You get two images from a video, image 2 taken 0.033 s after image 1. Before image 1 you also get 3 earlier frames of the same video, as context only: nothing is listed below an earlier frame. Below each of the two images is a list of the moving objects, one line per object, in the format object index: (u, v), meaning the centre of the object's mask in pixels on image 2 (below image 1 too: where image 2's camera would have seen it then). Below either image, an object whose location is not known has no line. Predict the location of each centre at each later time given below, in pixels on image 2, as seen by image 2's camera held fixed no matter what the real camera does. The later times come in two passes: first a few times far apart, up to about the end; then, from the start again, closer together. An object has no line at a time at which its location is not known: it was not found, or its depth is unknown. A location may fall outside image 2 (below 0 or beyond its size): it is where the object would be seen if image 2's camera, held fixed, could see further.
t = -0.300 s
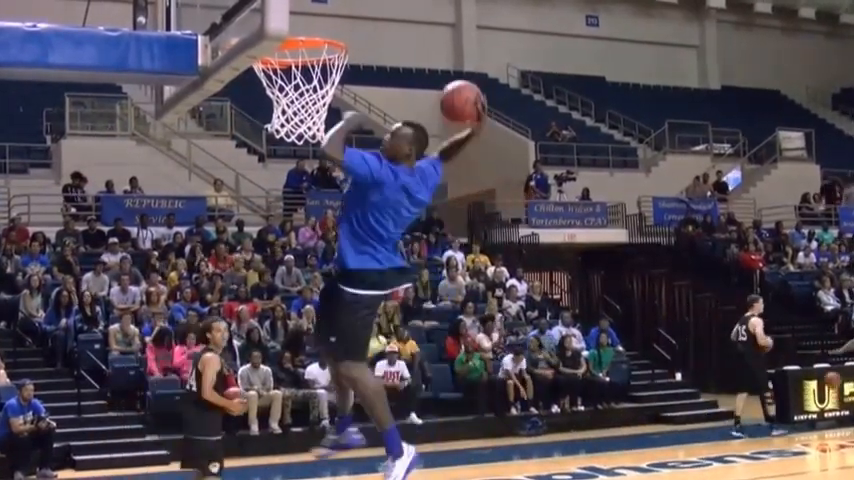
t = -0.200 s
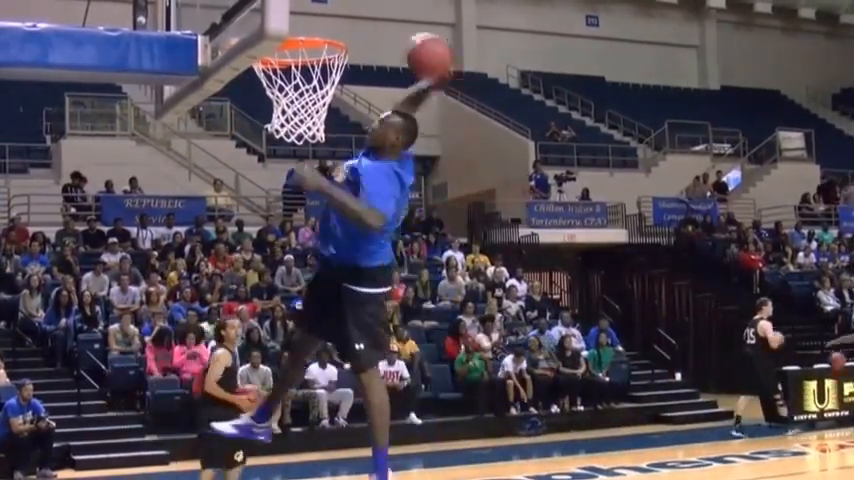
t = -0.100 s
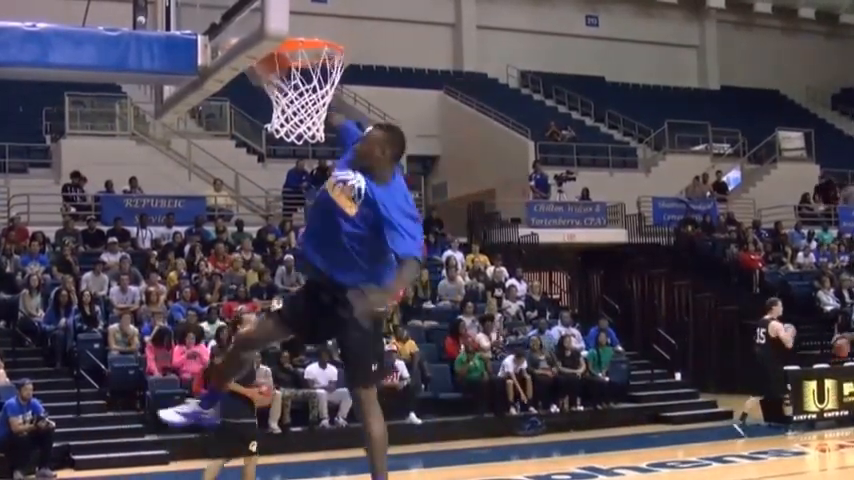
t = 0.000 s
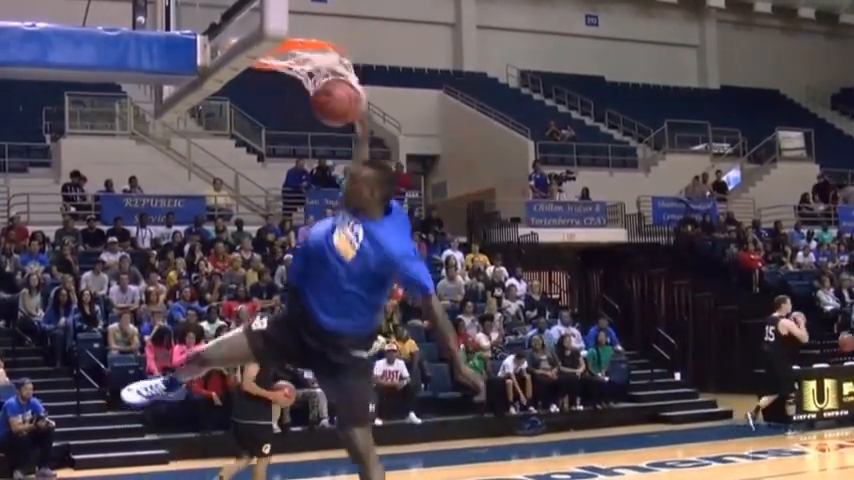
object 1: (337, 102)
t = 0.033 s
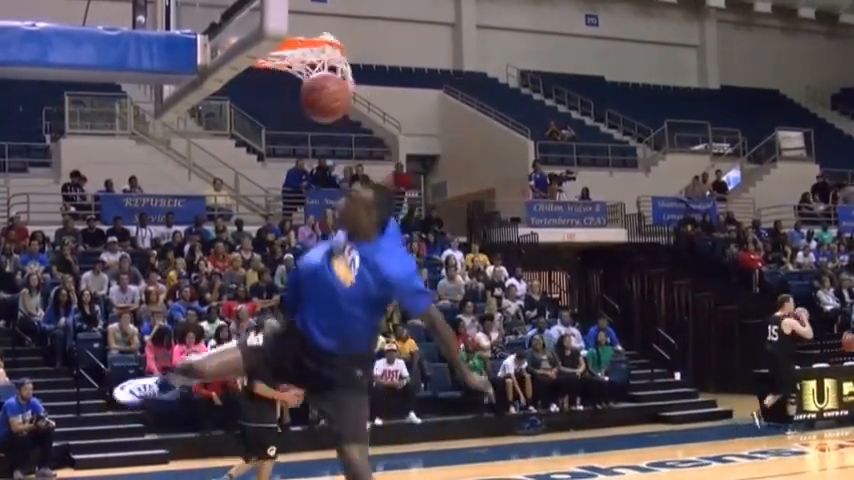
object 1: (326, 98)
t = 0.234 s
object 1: (253, 118)
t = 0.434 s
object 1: (172, 241)
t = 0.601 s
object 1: (97, 440)
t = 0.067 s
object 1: (313, 95)
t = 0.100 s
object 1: (301, 96)
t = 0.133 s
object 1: (289, 99)
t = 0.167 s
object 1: (278, 102)
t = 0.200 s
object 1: (266, 108)
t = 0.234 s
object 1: (253, 118)
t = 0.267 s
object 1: (240, 130)
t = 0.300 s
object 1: (227, 145)
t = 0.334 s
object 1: (213, 165)
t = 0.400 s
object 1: (186, 212)
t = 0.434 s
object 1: (172, 241)
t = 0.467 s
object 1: (158, 271)
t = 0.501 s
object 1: (143, 307)
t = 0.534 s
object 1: (128, 348)
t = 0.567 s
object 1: (112, 394)
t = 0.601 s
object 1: (97, 440)
